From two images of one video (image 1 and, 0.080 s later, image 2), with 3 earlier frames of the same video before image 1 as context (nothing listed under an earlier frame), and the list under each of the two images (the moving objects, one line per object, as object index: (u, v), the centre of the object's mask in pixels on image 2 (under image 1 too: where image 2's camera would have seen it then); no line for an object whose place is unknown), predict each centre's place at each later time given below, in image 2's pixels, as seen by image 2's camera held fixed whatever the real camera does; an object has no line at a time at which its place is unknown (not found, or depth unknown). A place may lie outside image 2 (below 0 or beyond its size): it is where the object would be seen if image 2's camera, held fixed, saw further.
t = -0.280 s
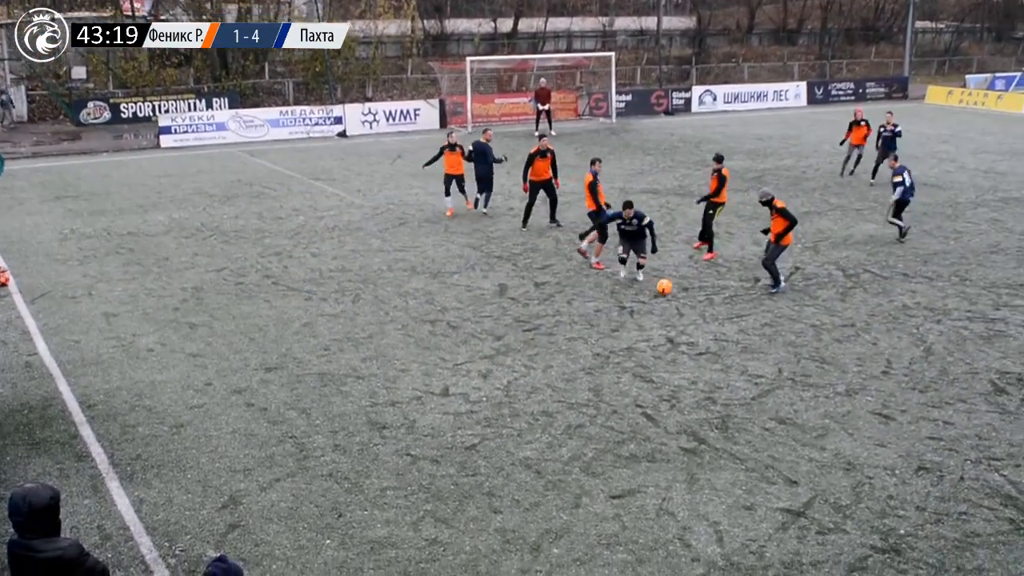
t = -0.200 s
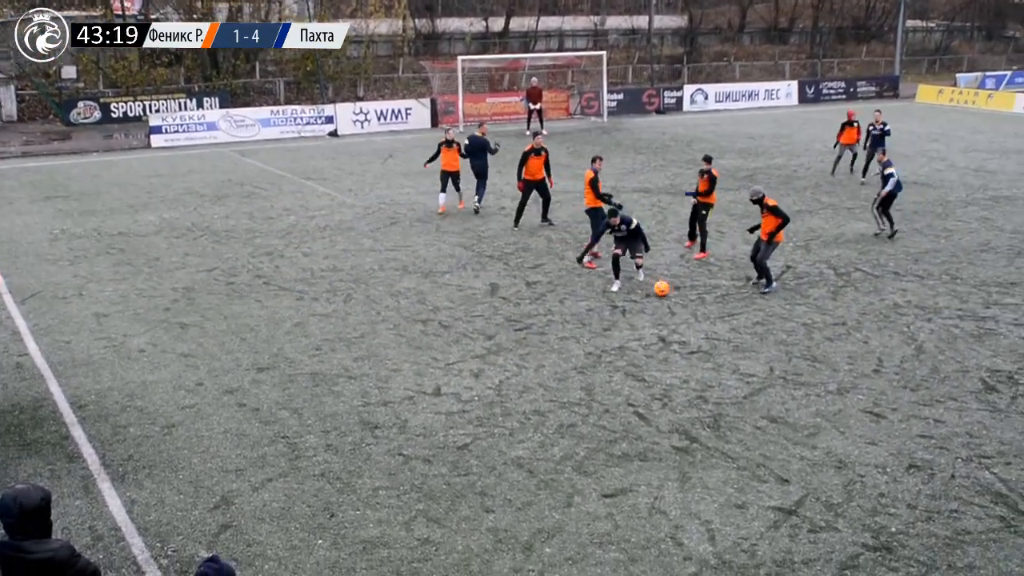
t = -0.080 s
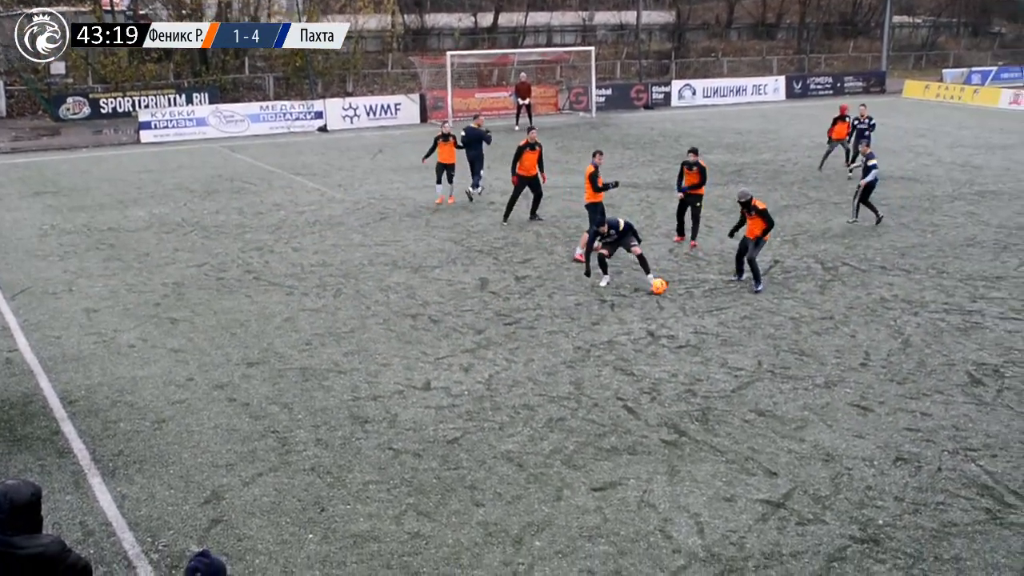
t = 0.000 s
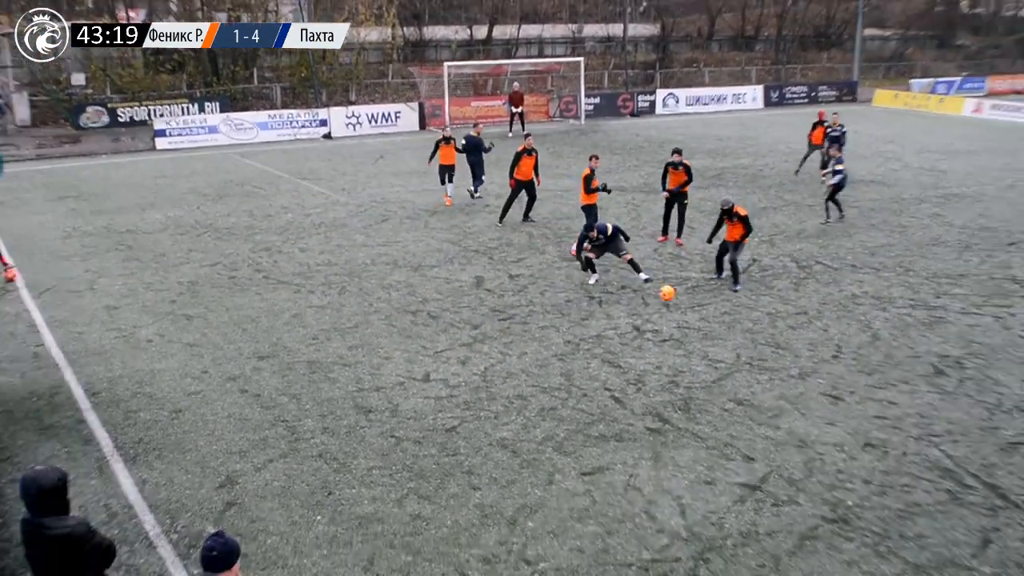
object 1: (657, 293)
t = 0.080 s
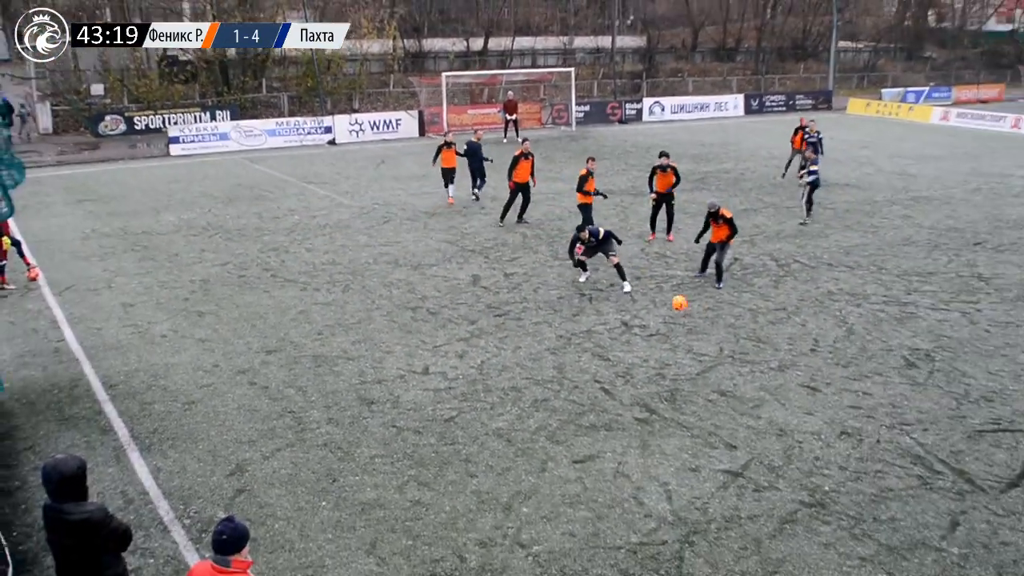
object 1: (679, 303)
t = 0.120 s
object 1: (693, 308)
